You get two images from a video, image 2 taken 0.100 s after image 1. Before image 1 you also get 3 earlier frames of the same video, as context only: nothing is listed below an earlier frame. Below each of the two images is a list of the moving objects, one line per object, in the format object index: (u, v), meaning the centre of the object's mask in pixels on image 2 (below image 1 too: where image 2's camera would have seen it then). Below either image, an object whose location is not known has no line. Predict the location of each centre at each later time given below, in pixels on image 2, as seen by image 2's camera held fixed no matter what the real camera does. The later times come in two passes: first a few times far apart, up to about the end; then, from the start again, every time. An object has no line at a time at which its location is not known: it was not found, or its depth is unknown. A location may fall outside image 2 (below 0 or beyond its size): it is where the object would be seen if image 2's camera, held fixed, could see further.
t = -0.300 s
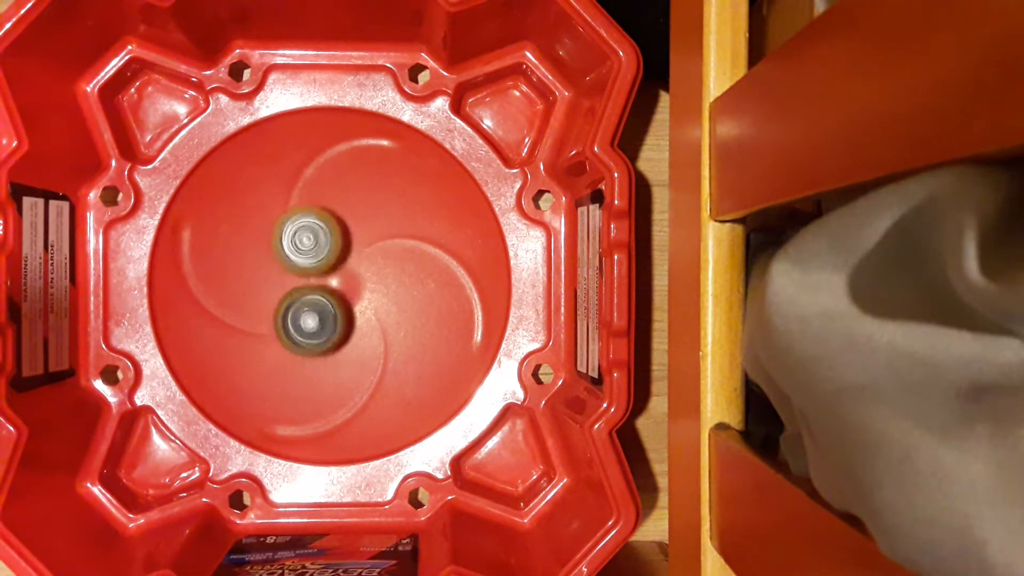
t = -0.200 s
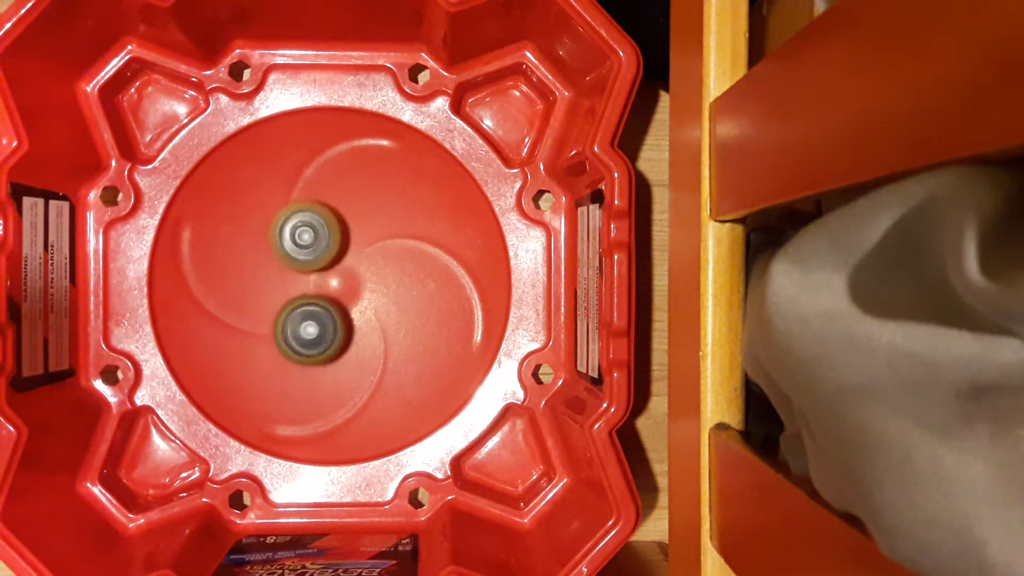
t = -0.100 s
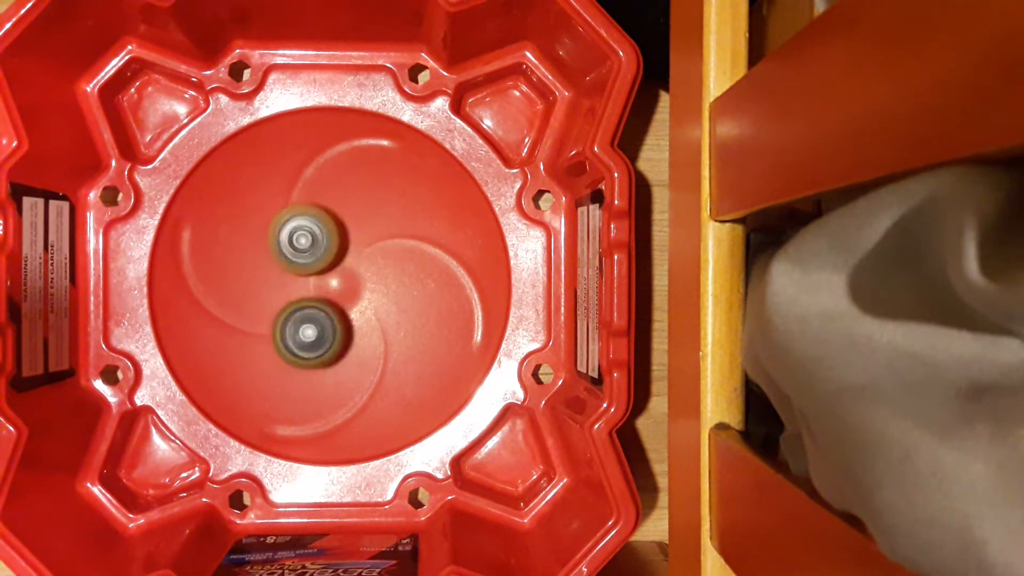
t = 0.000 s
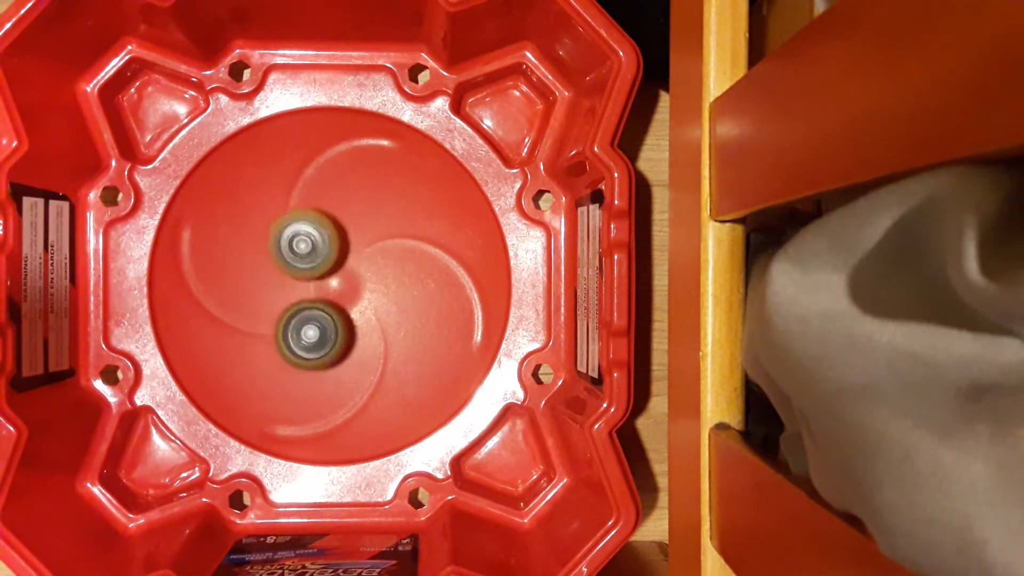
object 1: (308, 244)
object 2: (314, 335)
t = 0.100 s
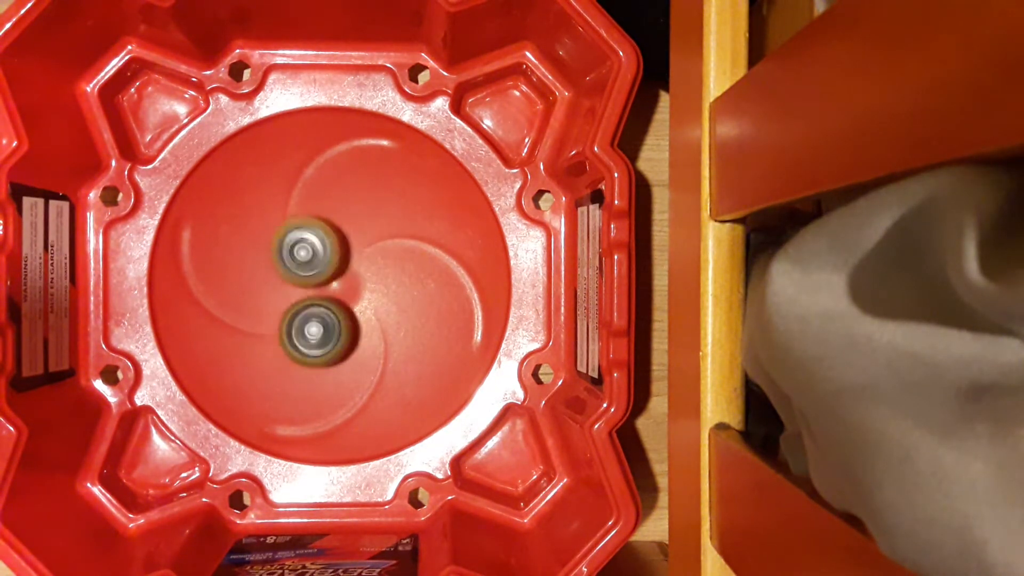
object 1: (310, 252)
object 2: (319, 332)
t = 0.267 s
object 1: (314, 254)
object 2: (330, 329)
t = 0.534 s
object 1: (315, 245)
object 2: (344, 319)
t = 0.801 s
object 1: (320, 243)
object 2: (355, 314)
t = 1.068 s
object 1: (319, 249)
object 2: (364, 315)
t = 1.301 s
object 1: (307, 248)
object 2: (366, 312)
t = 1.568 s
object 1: (301, 254)
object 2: (355, 307)
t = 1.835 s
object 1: (297, 262)
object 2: (354, 317)
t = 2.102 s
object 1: (292, 269)
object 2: (358, 321)
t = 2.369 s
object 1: (290, 274)
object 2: (358, 313)
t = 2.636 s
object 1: (288, 276)
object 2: (360, 306)
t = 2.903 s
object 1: (271, 271)
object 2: (384, 305)
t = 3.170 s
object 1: (283, 281)
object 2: (376, 301)
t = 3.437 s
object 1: (288, 299)
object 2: (366, 309)
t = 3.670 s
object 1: (283, 309)
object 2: (367, 318)
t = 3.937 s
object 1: (288, 308)
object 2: (369, 313)
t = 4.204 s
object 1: (284, 305)
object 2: (373, 305)
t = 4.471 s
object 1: (294, 304)
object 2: (372, 304)
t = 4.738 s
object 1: (292, 311)
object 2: (377, 305)
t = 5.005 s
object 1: (292, 314)
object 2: (377, 299)
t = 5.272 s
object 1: (287, 318)
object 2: (381, 299)
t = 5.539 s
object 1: (299, 319)
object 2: (377, 291)
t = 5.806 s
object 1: (295, 323)
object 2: (362, 289)
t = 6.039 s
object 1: (294, 338)
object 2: (381, 273)
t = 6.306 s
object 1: (306, 337)
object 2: (387, 265)
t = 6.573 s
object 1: (310, 335)
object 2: (369, 291)
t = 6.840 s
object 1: (319, 335)
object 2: (388, 298)
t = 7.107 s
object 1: (305, 330)
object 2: (378, 281)
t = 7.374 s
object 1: (301, 317)
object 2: (369, 296)
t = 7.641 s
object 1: (313, 309)
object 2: (383, 299)
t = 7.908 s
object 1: (306, 320)
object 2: (377, 292)
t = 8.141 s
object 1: (307, 319)
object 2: (379, 291)
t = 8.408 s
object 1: (307, 318)
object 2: (379, 292)
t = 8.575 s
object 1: (307, 318)
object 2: (379, 292)
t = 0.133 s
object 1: (311, 254)
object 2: (320, 331)
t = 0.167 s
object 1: (311, 255)
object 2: (323, 331)
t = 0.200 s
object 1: (312, 255)
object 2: (326, 330)
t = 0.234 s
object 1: (313, 255)
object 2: (328, 329)
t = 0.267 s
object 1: (314, 254)
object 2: (330, 329)
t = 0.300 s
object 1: (315, 254)
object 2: (333, 327)
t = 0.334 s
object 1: (315, 251)
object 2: (335, 328)
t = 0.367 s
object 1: (315, 248)
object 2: (337, 327)
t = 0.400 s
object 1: (315, 248)
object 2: (339, 325)
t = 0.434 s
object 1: (315, 248)
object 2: (340, 323)
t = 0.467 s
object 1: (315, 247)
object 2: (341, 321)
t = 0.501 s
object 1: (315, 247)
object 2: (342, 319)
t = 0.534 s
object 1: (315, 245)
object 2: (344, 319)
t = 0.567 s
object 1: (316, 243)
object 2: (346, 318)
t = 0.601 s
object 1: (317, 243)
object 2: (347, 317)
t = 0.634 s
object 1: (318, 244)
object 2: (347, 314)
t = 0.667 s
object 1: (319, 244)
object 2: (348, 314)
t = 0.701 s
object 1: (319, 243)
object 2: (350, 315)
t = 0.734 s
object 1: (319, 243)
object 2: (352, 314)
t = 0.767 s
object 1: (319, 241)
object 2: (355, 314)
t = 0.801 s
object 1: (320, 243)
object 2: (355, 314)
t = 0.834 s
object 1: (321, 245)
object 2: (356, 314)
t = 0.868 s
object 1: (321, 245)
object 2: (359, 316)
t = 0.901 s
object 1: (321, 243)
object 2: (361, 316)
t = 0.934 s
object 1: (321, 243)
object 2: (362, 316)
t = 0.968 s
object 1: (321, 245)
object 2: (362, 317)
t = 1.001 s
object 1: (320, 246)
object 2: (364, 316)
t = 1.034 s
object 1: (319, 247)
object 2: (364, 316)
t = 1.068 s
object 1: (319, 249)
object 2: (364, 315)
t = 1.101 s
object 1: (319, 251)
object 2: (364, 314)
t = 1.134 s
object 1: (318, 252)
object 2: (364, 313)
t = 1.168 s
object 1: (316, 250)
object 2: (366, 314)
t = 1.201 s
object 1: (312, 248)
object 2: (368, 315)
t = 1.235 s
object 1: (311, 248)
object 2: (367, 313)
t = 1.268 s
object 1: (309, 248)
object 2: (367, 313)
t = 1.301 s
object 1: (307, 248)
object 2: (366, 312)
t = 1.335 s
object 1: (306, 249)
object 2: (366, 311)
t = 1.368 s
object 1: (304, 249)
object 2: (364, 311)
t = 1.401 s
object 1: (304, 250)
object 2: (363, 309)
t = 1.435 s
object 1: (303, 250)
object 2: (362, 309)
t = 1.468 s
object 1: (303, 252)
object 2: (360, 308)
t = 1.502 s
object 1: (302, 252)
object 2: (358, 308)
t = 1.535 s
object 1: (301, 253)
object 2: (356, 308)
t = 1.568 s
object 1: (301, 254)
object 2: (355, 307)
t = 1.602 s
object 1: (301, 254)
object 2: (357, 309)
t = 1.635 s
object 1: (300, 255)
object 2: (356, 308)
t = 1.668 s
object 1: (300, 256)
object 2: (355, 310)
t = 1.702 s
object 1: (298, 257)
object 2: (354, 311)
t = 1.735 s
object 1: (297, 257)
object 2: (355, 313)
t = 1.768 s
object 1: (297, 257)
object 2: (354, 313)
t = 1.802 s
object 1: (297, 260)
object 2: (354, 314)
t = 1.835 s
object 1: (297, 262)
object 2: (354, 317)
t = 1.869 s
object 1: (297, 264)
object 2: (354, 317)
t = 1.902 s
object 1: (297, 265)
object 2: (354, 319)
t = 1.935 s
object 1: (296, 267)
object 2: (354, 319)
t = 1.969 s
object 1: (296, 269)
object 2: (354, 320)
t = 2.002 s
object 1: (295, 270)
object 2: (354, 320)
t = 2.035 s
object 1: (294, 269)
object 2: (357, 321)
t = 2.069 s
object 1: (293, 268)
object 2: (358, 321)
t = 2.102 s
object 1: (292, 269)
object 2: (358, 321)
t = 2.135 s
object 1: (292, 271)
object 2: (358, 321)
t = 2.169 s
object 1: (291, 272)
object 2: (359, 320)
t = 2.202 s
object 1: (291, 272)
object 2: (359, 320)
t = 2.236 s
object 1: (291, 273)
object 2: (358, 318)
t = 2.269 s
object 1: (291, 274)
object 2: (358, 317)
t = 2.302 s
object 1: (291, 275)
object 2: (357, 316)
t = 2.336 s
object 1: (290, 274)
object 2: (358, 315)
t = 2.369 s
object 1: (290, 274)
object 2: (358, 313)
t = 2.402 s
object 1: (290, 275)
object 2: (358, 312)
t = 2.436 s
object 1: (288, 274)
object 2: (359, 312)
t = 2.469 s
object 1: (288, 275)
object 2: (359, 310)
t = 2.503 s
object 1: (288, 275)
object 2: (359, 310)
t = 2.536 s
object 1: (288, 276)
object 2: (359, 309)
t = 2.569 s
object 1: (287, 276)
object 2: (360, 308)
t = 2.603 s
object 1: (287, 276)
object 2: (360, 306)
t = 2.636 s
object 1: (288, 276)
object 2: (360, 306)
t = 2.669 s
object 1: (288, 277)
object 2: (361, 305)
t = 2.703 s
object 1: (289, 276)
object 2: (361, 305)
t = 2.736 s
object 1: (288, 277)
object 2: (364, 305)
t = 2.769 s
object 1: (277, 274)
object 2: (375, 306)
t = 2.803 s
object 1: (272, 270)
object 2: (381, 306)
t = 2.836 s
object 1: (271, 269)
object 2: (384, 305)
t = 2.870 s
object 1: (271, 269)
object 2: (384, 304)
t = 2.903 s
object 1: (271, 271)
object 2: (384, 305)
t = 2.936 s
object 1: (270, 271)
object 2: (384, 304)
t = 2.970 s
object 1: (271, 272)
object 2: (384, 304)
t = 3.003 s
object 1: (271, 272)
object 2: (383, 303)
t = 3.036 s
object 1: (273, 274)
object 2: (383, 302)
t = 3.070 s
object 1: (274, 275)
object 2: (381, 301)
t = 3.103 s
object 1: (277, 276)
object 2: (380, 301)
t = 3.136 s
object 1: (280, 279)
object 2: (378, 301)
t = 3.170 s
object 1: (283, 281)
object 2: (376, 301)
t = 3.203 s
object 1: (286, 284)
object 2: (374, 301)
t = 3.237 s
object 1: (289, 287)
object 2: (372, 302)
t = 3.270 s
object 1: (292, 291)
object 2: (369, 303)
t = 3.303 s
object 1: (292, 293)
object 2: (367, 304)
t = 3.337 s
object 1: (290, 295)
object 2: (367, 305)
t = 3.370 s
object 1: (289, 295)
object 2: (368, 308)
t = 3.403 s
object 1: (289, 297)
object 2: (368, 307)
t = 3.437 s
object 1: (288, 299)
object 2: (366, 309)
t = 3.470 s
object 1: (287, 302)
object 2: (365, 310)
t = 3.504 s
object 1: (286, 303)
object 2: (365, 313)
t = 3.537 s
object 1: (284, 305)
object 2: (365, 314)
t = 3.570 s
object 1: (284, 306)
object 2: (366, 316)
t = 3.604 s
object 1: (283, 307)
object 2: (366, 316)
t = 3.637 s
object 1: (283, 308)
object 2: (366, 318)
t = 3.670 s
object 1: (283, 309)
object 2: (367, 318)
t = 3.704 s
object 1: (283, 309)
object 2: (367, 319)
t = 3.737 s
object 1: (284, 310)
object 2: (368, 319)
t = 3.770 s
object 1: (285, 309)
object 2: (367, 319)
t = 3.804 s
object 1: (286, 310)
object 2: (368, 317)
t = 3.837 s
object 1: (287, 310)
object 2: (367, 317)
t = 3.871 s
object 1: (288, 311)
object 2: (367, 316)
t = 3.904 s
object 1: (288, 310)
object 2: (367, 315)
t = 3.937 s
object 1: (288, 308)
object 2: (369, 313)
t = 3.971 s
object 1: (289, 307)
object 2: (368, 310)
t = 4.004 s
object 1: (289, 308)
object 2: (369, 309)
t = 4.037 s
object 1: (283, 308)
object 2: (374, 309)
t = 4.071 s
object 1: (279, 307)
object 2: (378, 307)
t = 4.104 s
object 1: (279, 305)
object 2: (377, 304)
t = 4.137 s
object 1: (281, 305)
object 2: (376, 304)
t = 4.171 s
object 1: (283, 305)
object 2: (374, 303)
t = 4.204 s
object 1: (284, 305)
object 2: (373, 305)
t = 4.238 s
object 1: (285, 306)
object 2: (373, 304)
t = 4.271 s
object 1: (286, 305)
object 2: (371, 304)
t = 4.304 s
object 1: (289, 304)
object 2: (369, 304)
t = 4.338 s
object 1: (291, 305)
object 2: (367, 305)
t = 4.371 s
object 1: (290, 305)
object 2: (371, 305)
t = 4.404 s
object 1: (288, 304)
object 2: (373, 304)
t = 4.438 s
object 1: (292, 303)
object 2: (373, 304)
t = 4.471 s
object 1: (294, 304)
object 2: (372, 304)
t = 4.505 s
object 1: (292, 305)
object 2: (376, 306)
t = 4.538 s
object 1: (290, 305)
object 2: (379, 305)
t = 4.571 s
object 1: (291, 306)
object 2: (377, 304)
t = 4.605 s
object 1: (292, 307)
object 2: (377, 305)
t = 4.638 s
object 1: (291, 309)
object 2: (377, 306)
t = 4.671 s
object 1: (292, 310)
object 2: (378, 306)
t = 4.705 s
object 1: (291, 311)
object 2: (377, 305)
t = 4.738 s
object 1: (292, 311)
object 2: (377, 305)
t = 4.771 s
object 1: (292, 312)
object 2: (376, 304)
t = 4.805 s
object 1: (293, 313)
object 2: (375, 305)
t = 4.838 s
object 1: (296, 314)
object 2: (375, 305)
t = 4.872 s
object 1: (295, 315)
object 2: (373, 305)
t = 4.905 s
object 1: (295, 316)
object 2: (373, 305)
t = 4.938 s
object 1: (295, 316)
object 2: (372, 304)
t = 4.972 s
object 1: (293, 316)
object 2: (376, 302)
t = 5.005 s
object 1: (292, 314)
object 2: (377, 299)
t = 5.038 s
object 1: (295, 314)
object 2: (374, 298)
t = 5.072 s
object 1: (296, 315)
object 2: (373, 300)
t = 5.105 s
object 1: (297, 317)
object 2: (372, 302)
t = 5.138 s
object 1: (296, 318)
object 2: (373, 303)
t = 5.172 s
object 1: (296, 317)
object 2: (374, 302)
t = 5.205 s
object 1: (297, 317)
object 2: (372, 302)
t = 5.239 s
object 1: (294, 318)
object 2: (376, 301)
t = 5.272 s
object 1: (287, 318)
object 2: (381, 299)
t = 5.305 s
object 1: (286, 316)
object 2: (382, 298)
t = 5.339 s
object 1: (288, 315)
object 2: (384, 297)
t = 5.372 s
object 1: (291, 315)
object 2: (383, 296)
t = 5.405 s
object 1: (293, 317)
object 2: (383, 296)
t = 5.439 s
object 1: (293, 318)
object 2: (383, 295)
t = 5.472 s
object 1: (294, 318)
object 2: (381, 295)
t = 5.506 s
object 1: (297, 319)
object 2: (380, 294)
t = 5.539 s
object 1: (299, 319)
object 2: (377, 291)
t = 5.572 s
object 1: (301, 321)
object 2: (374, 292)
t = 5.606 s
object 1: (301, 322)
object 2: (371, 292)
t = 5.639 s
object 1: (301, 323)
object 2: (366, 290)
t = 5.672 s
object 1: (295, 326)
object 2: (367, 287)
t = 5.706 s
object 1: (292, 327)
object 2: (366, 284)
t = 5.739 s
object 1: (292, 327)
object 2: (362, 284)
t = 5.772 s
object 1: (291, 326)
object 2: (361, 287)
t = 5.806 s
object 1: (295, 323)
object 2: (362, 289)
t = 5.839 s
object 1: (297, 321)
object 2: (364, 289)
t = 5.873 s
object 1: (299, 320)
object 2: (367, 287)
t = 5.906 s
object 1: (303, 320)
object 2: (368, 284)
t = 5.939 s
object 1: (306, 322)
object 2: (367, 284)
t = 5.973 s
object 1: (305, 325)
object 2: (370, 283)
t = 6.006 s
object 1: (299, 332)
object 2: (378, 276)
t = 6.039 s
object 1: (294, 338)
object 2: (381, 273)
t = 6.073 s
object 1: (291, 339)
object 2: (385, 272)
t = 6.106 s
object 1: (290, 337)
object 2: (389, 270)
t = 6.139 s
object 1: (291, 334)
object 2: (390, 269)
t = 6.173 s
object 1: (294, 332)
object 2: (391, 268)
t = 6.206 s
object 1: (299, 332)
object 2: (392, 266)
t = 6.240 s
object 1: (301, 333)
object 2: (390, 266)
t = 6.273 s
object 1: (305, 335)
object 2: (388, 267)
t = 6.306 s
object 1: (306, 337)
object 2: (387, 265)
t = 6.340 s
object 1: (305, 339)
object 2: (383, 265)
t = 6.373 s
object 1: (304, 339)
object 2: (380, 268)
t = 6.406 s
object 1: (303, 338)
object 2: (378, 271)
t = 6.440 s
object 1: (303, 338)
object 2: (375, 273)
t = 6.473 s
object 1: (304, 335)
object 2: (372, 277)
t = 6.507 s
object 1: (307, 333)
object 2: (370, 282)
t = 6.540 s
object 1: (310, 334)
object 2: (368, 287)
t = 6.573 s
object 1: (310, 335)
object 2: (369, 291)
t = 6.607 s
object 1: (310, 336)
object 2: (371, 294)
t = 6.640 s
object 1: (310, 337)
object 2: (375, 294)
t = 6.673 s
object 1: (308, 337)
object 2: (376, 294)
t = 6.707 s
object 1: (308, 335)
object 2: (378, 297)
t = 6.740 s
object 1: (310, 333)
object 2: (382, 299)
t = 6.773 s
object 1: (314, 332)
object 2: (384, 299)
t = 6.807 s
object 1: (317, 333)
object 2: (386, 298)
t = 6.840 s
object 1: (319, 335)
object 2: (388, 298)
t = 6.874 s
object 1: (318, 337)
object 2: (390, 295)
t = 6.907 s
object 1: (316, 337)
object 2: (389, 294)
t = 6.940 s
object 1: (315, 336)
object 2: (387, 293)
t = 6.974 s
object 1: (314, 334)
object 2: (386, 292)
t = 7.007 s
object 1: (313, 331)
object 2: (384, 290)
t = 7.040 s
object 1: (313, 328)
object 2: (380, 288)
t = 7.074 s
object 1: (311, 328)
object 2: (379, 285)
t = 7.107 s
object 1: (305, 330)
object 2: (378, 281)
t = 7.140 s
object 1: (300, 331)
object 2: (375, 280)
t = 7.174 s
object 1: (297, 331)
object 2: (373, 282)
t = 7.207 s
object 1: (295, 329)
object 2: (371, 284)
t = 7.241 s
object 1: (295, 327)
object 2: (370, 286)
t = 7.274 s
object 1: (295, 324)
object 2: (369, 288)
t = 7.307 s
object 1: (298, 320)
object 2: (368, 291)
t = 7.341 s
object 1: (300, 319)
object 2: (368, 294)
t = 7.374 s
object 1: (301, 317)
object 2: (369, 296)
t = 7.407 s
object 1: (300, 316)
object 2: (375, 298)
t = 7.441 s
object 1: (299, 316)
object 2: (380, 298)
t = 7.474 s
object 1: (298, 316)
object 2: (383, 298)
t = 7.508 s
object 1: (300, 314)
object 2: (385, 298)
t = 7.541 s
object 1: (303, 313)
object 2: (386, 298)
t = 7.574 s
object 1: (308, 312)
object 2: (385, 299)
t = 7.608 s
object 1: (311, 310)
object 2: (385, 299)
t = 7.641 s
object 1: (313, 309)
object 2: (383, 299)
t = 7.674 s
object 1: (312, 310)
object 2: (381, 299)
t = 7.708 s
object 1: (311, 312)
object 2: (381, 298)
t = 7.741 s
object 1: (310, 314)
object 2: (379, 298)
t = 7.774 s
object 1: (310, 316)
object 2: (379, 297)
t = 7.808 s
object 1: (308, 318)
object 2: (379, 295)
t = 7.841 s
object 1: (307, 319)
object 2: (377, 294)
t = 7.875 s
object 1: (308, 319)
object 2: (377, 293)
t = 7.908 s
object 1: (306, 320)
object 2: (377, 292)
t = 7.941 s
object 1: (305, 320)
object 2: (378, 292)
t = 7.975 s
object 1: (305, 320)
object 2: (378, 292)
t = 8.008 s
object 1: (305, 319)
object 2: (378, 293)
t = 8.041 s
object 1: (305, 320)
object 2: (378, 292)
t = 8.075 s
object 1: (305, 319)
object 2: (378, 291)
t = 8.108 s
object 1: (305, 319)
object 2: (378, 291)
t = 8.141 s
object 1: (307, 319)
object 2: (379, 291)
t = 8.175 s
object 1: (307, 318)
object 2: (380, 292)
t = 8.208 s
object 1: (307, 318)
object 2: (380, 292)
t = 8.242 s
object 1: (307, 318)
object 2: (380, 292)
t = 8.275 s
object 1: (307, 318)
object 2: (379, 292)
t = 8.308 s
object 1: (307, 318)
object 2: (380, 292)
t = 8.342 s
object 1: (307, 318)
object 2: (379, 292)
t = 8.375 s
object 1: (307, 318)
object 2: (379, 292)
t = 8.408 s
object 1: (307, 318)
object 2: (379, 292)
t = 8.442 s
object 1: (307, 318)
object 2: (379, 292)
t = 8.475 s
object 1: (307, 318)
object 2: (379, 292)
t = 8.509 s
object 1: (307, 318)
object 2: (379, 292)
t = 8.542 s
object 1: (307, 318)
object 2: (379, 292)
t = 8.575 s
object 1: (307, 318)
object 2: (379, 292)
